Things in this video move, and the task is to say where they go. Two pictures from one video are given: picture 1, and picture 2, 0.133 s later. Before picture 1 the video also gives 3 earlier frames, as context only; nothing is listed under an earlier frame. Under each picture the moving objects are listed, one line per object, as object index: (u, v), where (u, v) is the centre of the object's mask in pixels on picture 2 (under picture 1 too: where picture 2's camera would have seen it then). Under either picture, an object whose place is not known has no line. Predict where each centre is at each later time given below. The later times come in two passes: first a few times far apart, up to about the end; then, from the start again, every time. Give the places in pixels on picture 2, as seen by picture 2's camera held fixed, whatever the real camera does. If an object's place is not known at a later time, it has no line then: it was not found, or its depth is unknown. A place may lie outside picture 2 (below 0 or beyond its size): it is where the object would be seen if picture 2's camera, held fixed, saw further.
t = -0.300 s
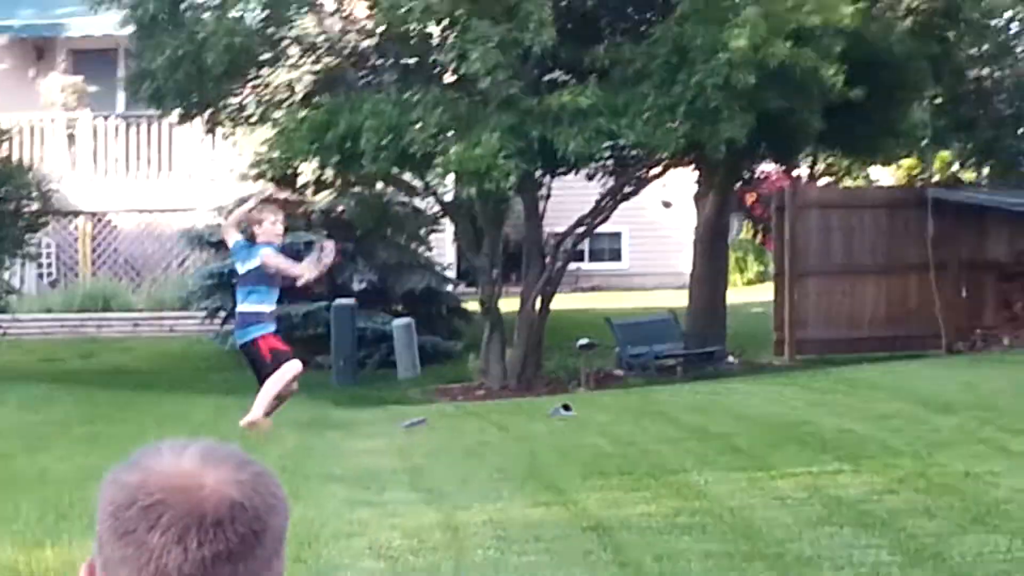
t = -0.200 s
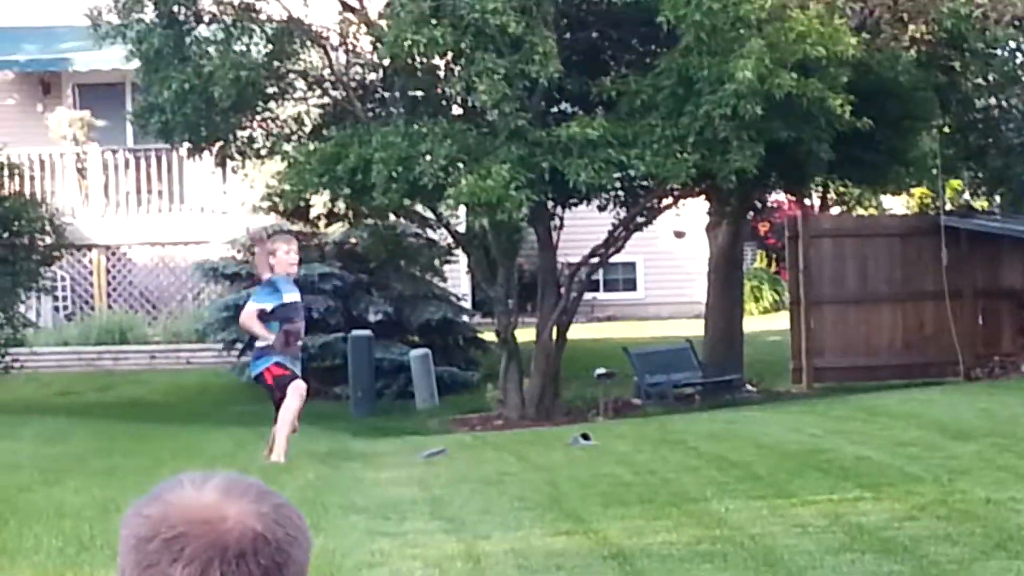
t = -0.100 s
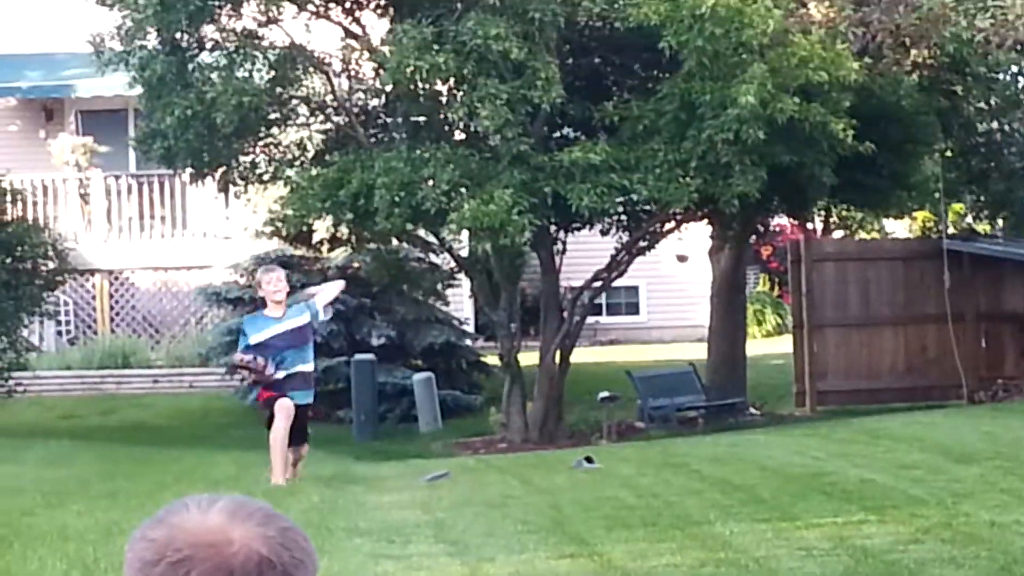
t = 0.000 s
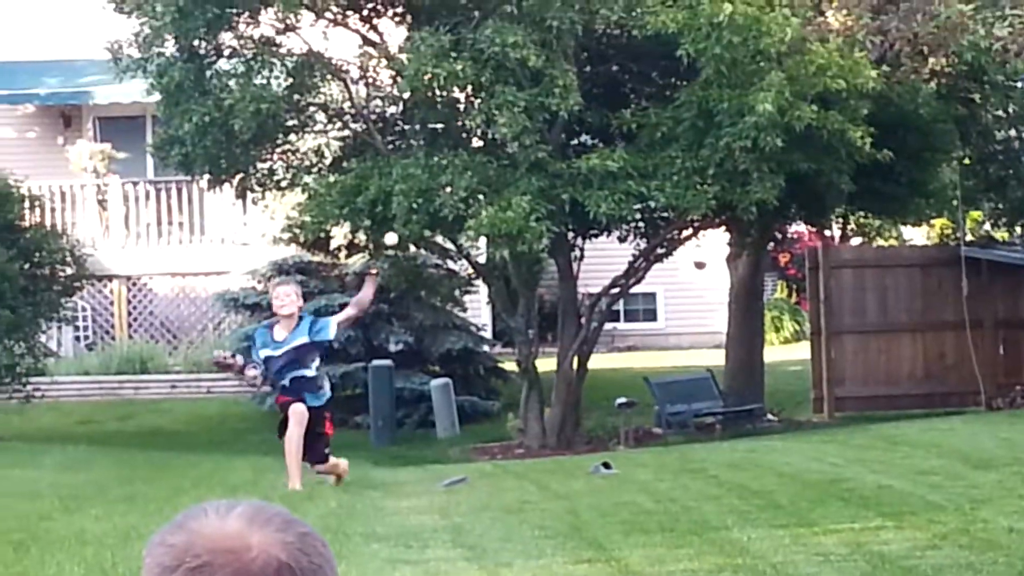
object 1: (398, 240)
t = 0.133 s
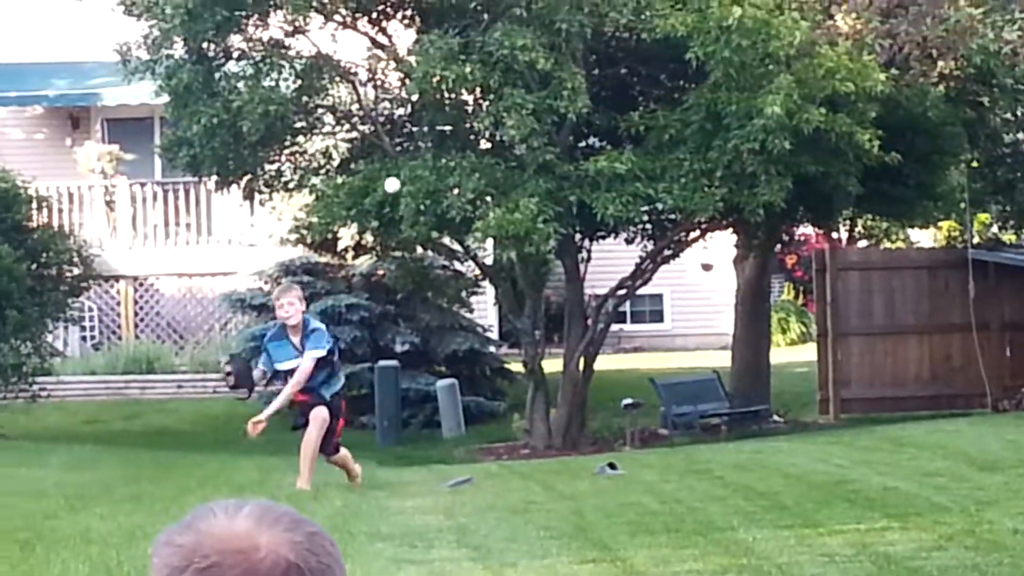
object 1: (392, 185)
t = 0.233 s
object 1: (389, 154)
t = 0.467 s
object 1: (394, 149)
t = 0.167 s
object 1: (390, 173)
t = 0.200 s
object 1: (390, 162)
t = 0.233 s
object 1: (389, 154)
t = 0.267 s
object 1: (388, 147)
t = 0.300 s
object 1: (388, 142)
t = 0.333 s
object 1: (389, 137)
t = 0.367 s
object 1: (389, 136)
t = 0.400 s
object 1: (390, 136)
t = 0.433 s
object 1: (392, 140)
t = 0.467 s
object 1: (394, 149)
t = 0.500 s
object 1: (397, 163)
